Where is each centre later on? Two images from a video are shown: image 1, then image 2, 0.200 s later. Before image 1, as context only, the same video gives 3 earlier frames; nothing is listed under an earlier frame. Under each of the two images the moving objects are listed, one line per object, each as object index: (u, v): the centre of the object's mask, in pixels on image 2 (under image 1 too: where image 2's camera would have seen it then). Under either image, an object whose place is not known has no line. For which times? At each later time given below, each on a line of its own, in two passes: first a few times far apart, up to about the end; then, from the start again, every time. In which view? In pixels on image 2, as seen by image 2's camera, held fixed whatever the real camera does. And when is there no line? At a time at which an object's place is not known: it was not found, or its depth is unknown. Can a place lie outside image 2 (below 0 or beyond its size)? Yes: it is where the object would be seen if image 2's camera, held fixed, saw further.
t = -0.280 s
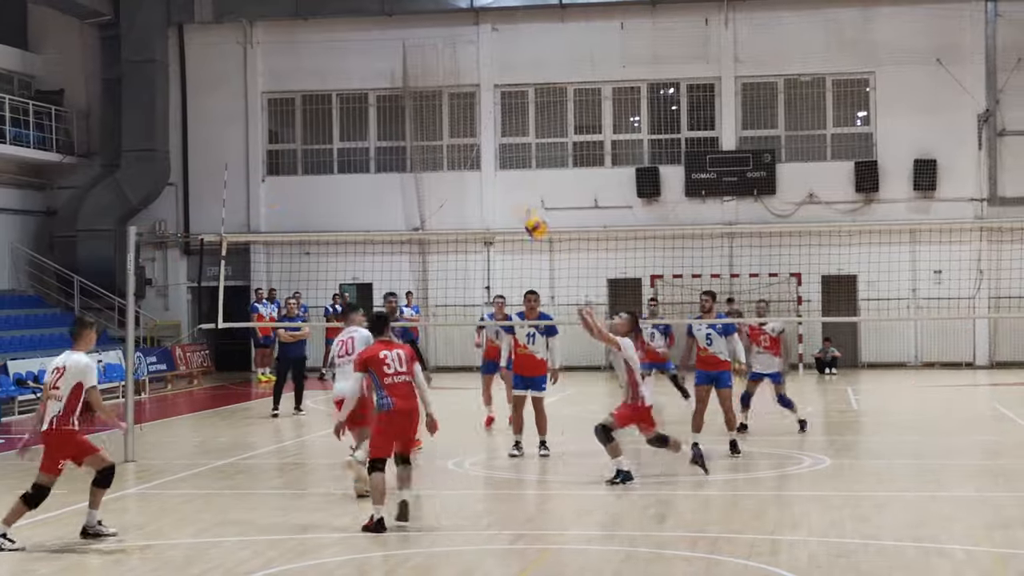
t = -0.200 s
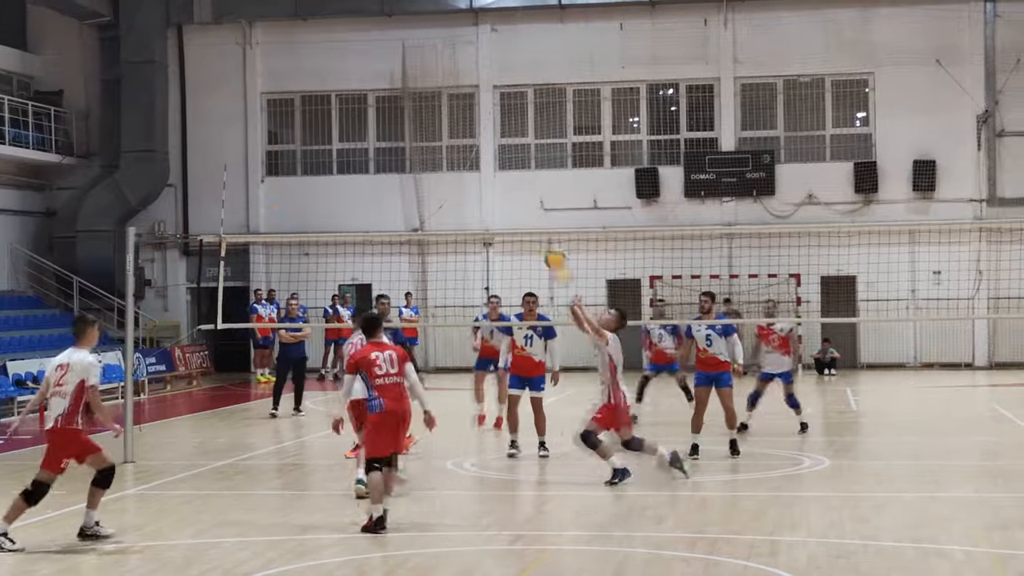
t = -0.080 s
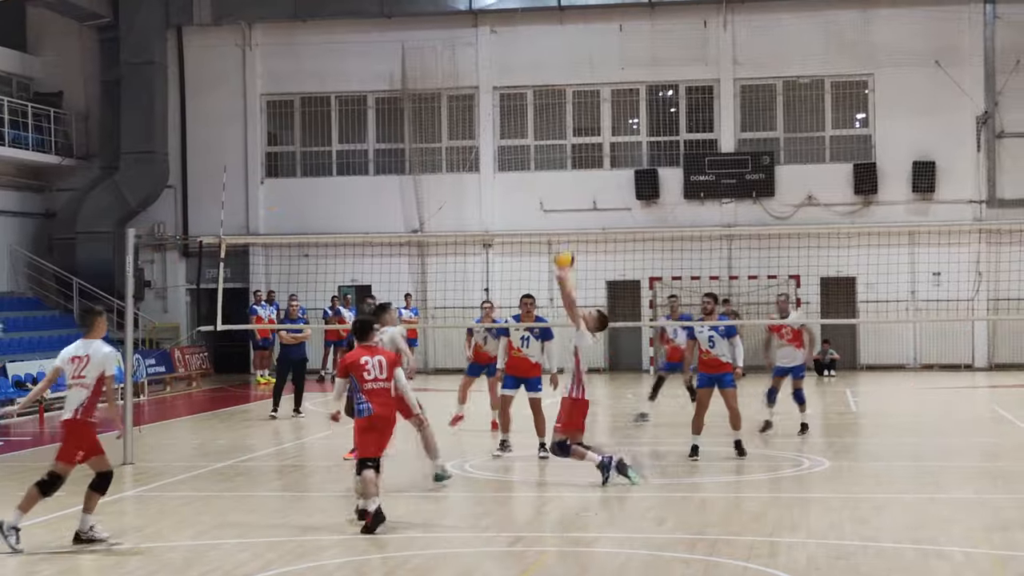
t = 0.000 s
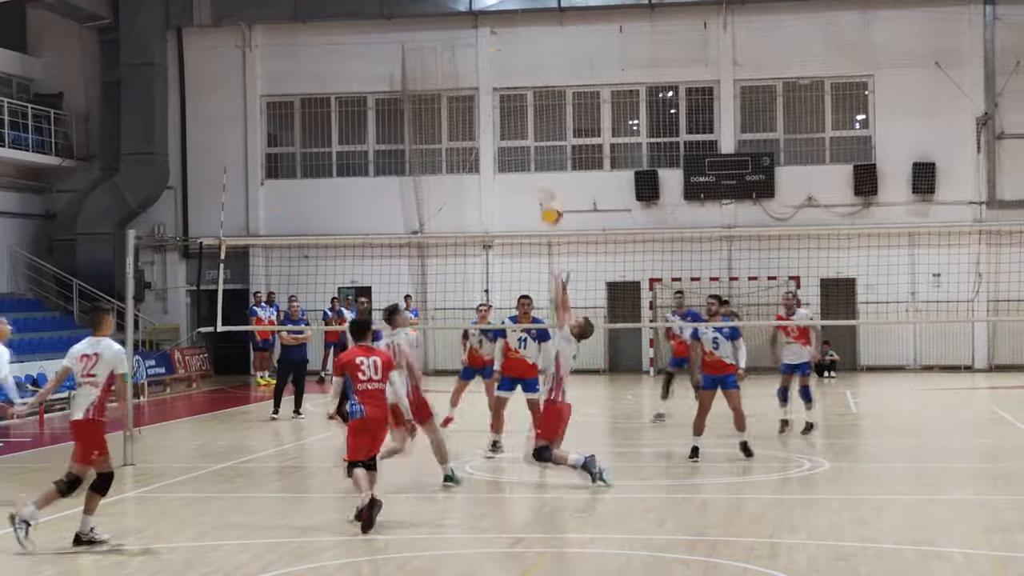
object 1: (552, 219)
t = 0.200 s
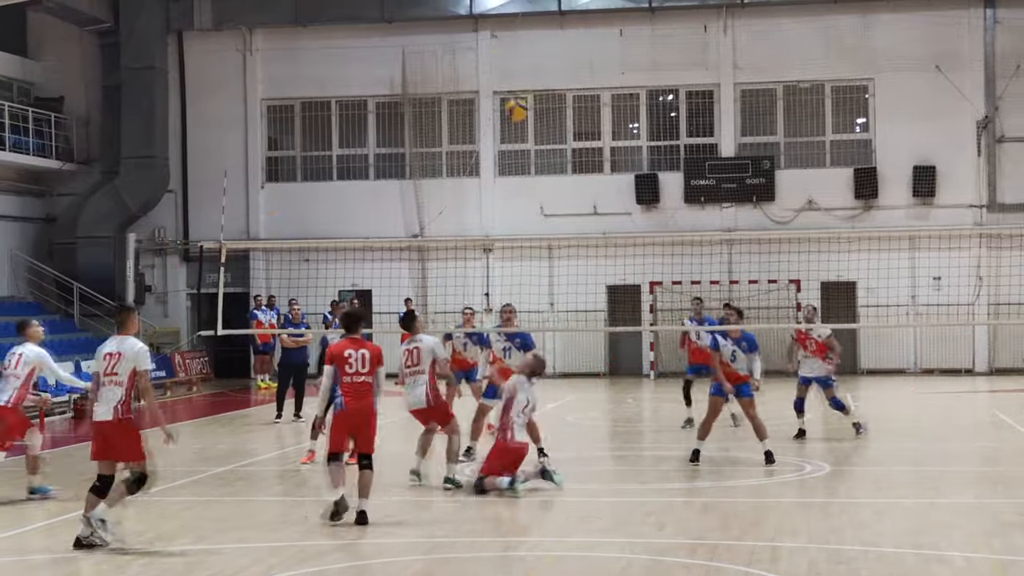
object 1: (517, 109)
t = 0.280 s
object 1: (501, 77)
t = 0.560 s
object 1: (459, 22)
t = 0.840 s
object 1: (418, 46)
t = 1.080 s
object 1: (387, 123)
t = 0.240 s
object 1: (509, 91)
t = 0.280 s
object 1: (501, 77)
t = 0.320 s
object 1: (495, 62)
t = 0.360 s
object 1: (490, 53)
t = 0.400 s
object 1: (485, 43)
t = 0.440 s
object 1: (478, 34)
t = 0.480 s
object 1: (470, 28)
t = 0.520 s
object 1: (464, 24)
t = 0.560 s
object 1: (459, 22)
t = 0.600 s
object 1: (452, 21)
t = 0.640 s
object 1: (447, 20)
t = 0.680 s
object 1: (441, 22)
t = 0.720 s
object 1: (435, 26)
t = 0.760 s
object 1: (429, 30)
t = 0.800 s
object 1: (424, 36)
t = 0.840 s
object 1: (418, 46)
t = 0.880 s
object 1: (412, 56)
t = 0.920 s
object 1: (406, 67)
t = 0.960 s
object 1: (402, 77)
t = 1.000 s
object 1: (397, 90)
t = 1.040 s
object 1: (391, 110)
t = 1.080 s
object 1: (387, 123)
